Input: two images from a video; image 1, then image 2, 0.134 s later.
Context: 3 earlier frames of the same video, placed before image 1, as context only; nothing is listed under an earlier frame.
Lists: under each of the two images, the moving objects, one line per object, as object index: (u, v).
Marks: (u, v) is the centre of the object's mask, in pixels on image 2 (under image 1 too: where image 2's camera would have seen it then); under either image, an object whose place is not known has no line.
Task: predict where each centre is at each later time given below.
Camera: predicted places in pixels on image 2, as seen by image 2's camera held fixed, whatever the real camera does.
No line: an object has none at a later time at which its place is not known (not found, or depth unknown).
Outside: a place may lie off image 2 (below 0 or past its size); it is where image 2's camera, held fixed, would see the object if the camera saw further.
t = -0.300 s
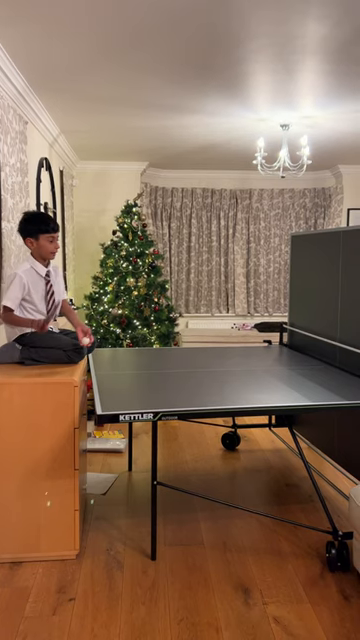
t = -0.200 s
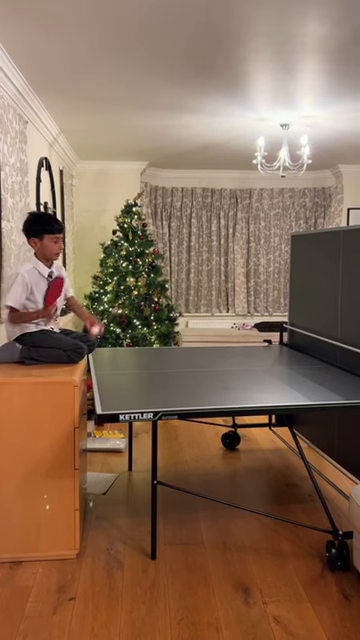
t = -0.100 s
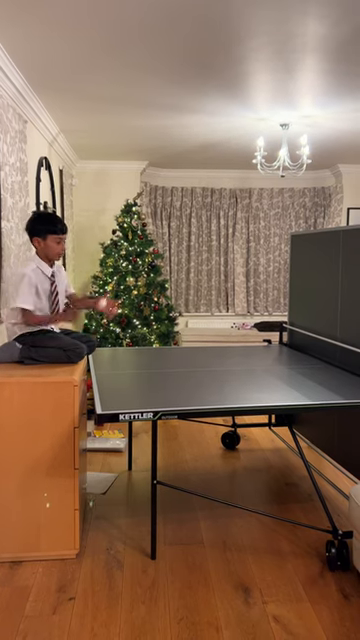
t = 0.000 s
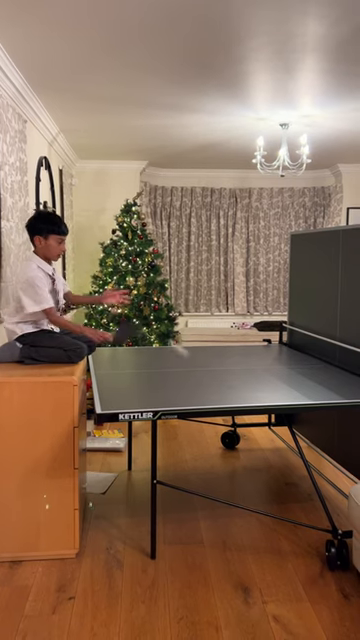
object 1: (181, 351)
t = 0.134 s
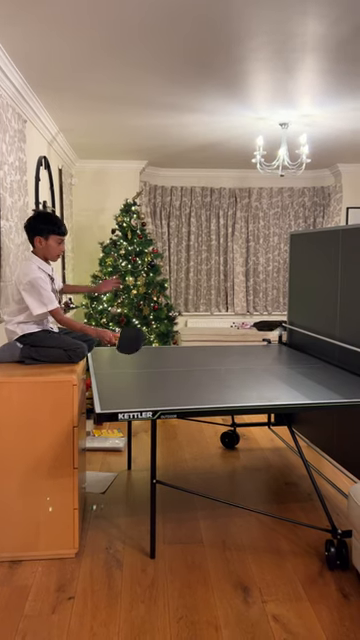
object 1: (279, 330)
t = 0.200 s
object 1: (315, 312)
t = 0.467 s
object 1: (288, 312)
